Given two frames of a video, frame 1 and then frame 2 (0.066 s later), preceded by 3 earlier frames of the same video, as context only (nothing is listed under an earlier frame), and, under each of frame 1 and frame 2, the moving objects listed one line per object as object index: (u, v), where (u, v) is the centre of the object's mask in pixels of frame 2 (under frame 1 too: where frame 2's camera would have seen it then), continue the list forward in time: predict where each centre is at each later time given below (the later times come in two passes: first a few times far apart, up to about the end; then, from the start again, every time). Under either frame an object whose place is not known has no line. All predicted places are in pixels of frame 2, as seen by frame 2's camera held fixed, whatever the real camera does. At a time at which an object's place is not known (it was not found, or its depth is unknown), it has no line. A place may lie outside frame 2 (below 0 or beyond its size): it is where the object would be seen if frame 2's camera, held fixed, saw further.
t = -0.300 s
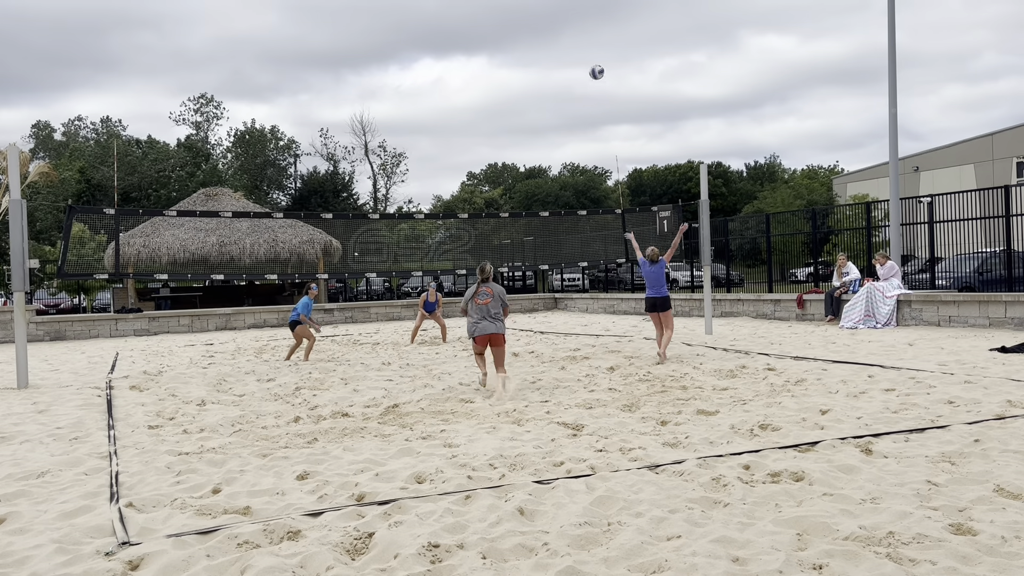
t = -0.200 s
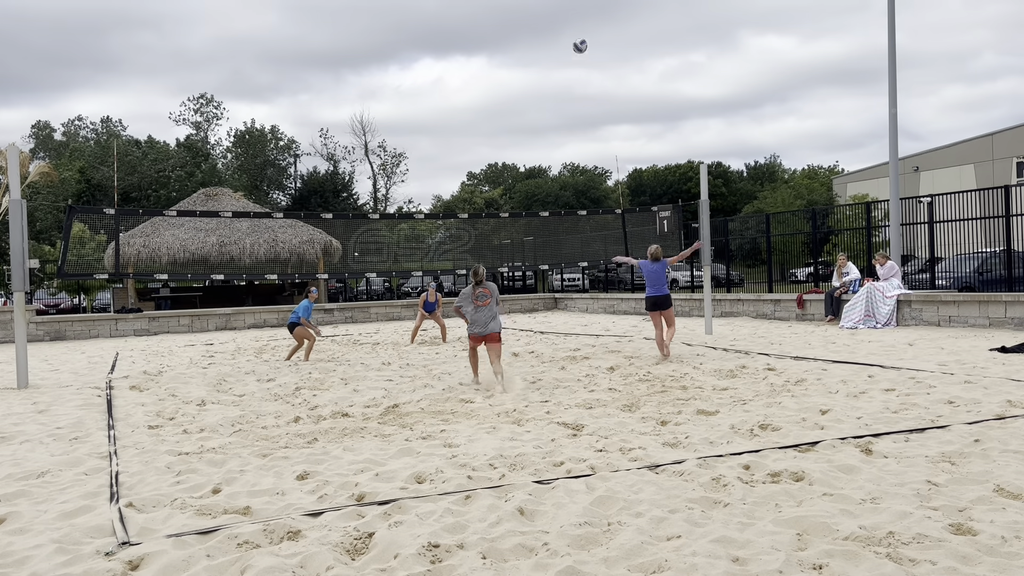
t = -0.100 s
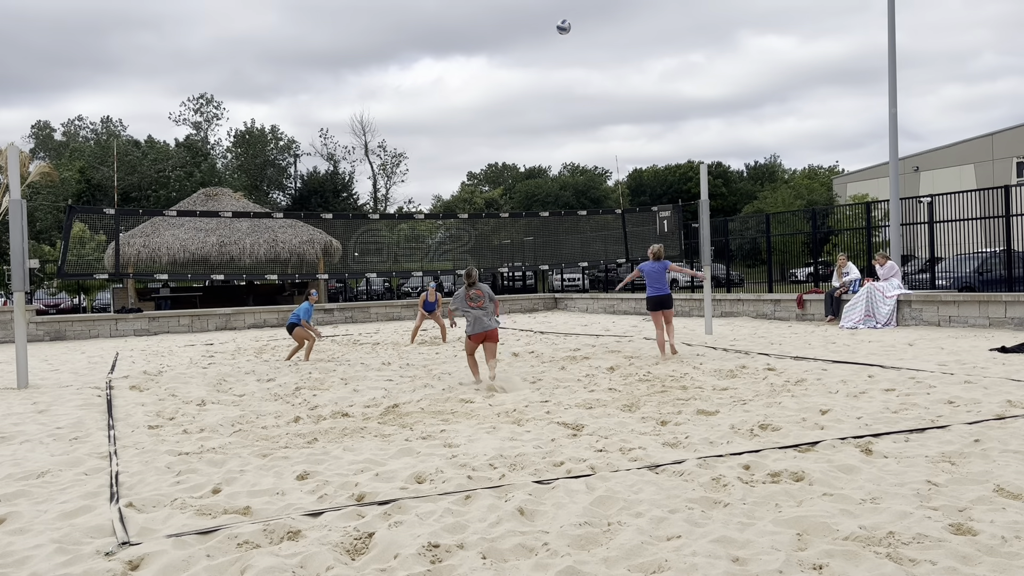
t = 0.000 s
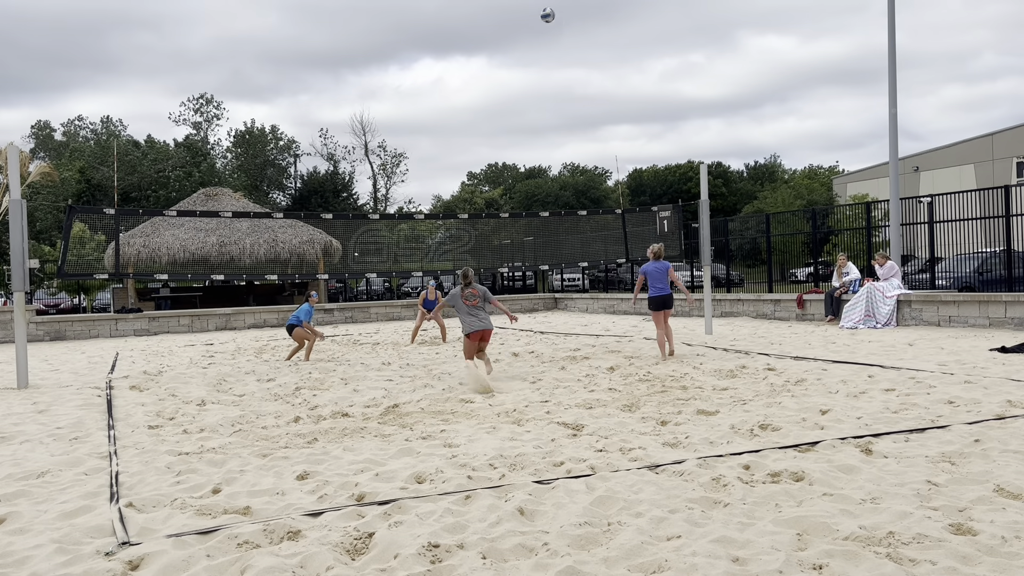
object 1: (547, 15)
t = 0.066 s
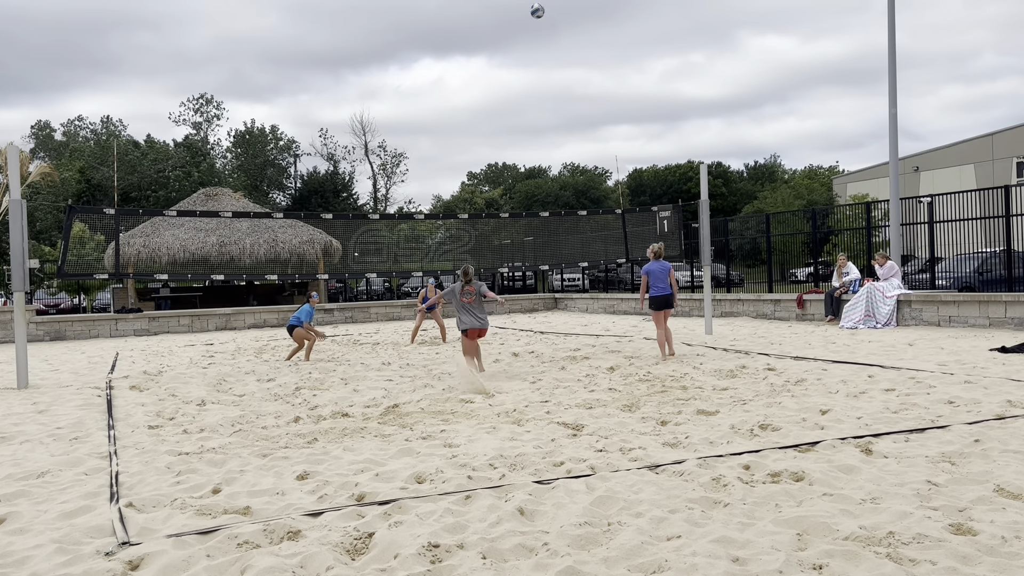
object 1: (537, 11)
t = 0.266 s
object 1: (507, 16)
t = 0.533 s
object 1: (471, 64)
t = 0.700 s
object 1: (450, 115)
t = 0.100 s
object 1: (532, 10)
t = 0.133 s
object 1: (527, 10)
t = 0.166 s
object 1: (522, 10)
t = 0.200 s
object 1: (517, 12)
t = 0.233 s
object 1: (512, 14)
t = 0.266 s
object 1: (507, 16)
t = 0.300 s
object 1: (503, 20)
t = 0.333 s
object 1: (498, 24)
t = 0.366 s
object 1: (493, 29)
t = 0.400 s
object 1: (489, 34)
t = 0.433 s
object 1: (484, 41)
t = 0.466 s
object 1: (480, 48)
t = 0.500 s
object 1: (475, 55)
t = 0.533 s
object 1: (471, 64)
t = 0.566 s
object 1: (467, 73)
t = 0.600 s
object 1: (462, 82)
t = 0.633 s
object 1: (458, 93)
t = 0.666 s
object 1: (454, 104)
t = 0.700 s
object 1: (450, 115)
